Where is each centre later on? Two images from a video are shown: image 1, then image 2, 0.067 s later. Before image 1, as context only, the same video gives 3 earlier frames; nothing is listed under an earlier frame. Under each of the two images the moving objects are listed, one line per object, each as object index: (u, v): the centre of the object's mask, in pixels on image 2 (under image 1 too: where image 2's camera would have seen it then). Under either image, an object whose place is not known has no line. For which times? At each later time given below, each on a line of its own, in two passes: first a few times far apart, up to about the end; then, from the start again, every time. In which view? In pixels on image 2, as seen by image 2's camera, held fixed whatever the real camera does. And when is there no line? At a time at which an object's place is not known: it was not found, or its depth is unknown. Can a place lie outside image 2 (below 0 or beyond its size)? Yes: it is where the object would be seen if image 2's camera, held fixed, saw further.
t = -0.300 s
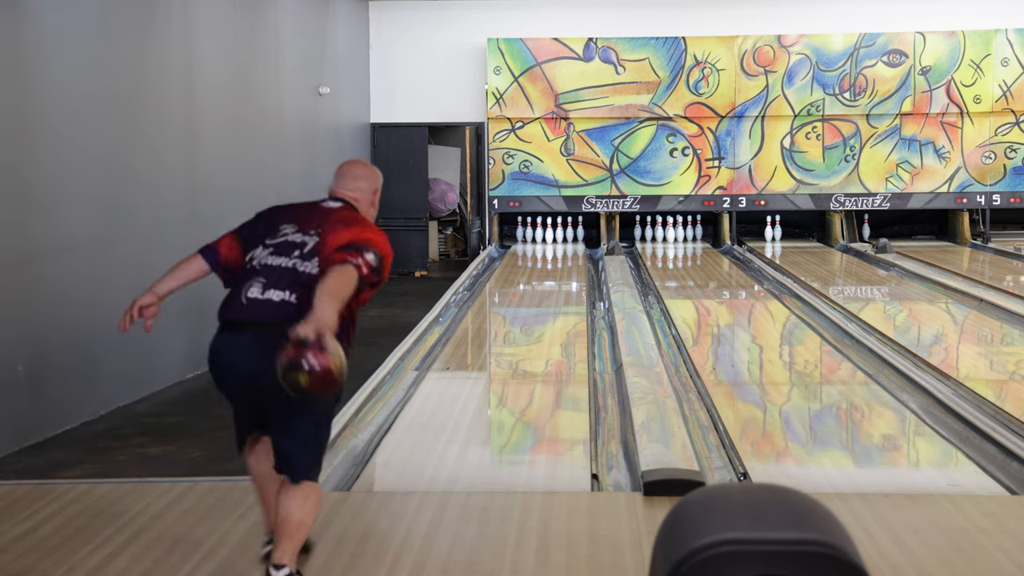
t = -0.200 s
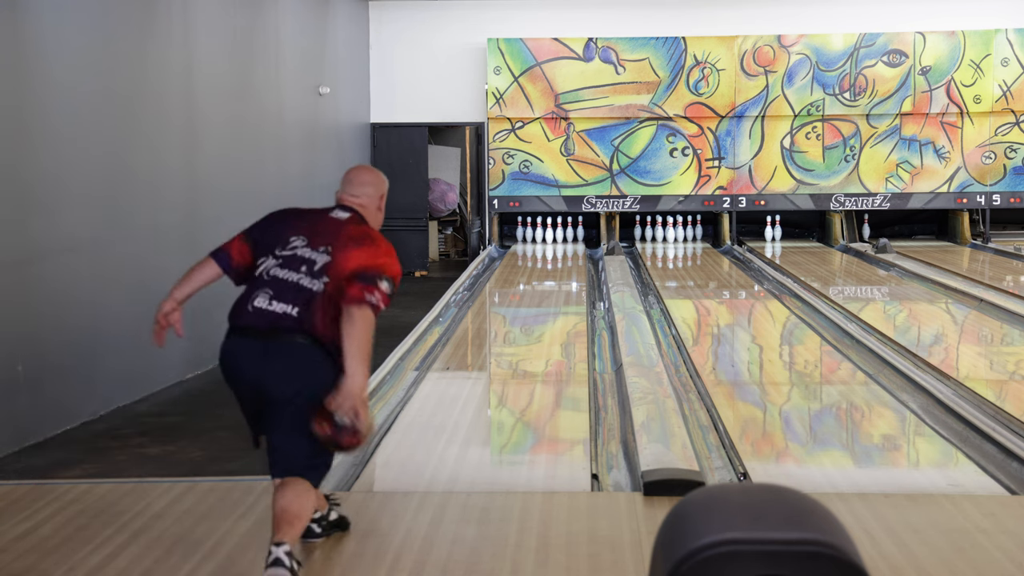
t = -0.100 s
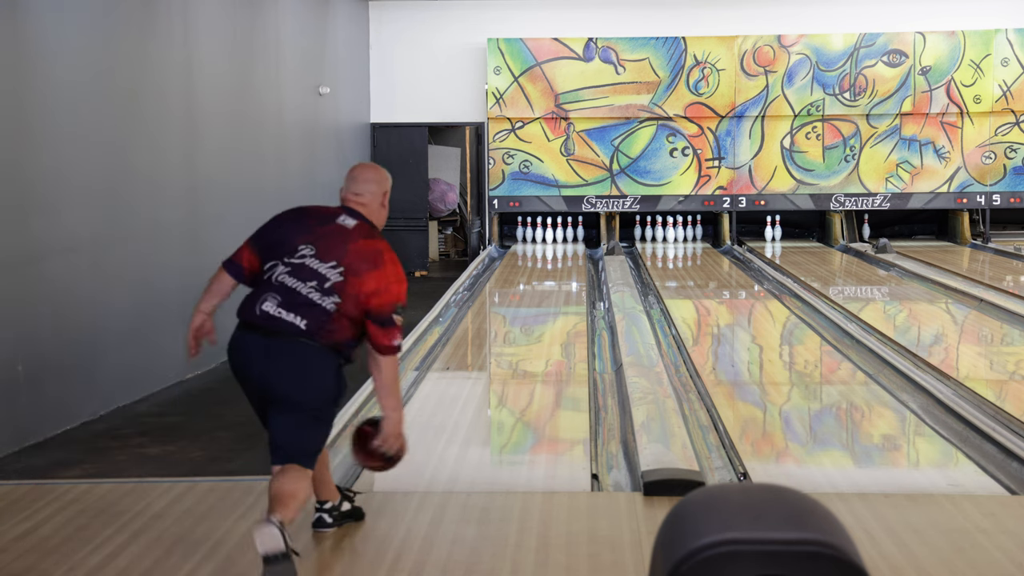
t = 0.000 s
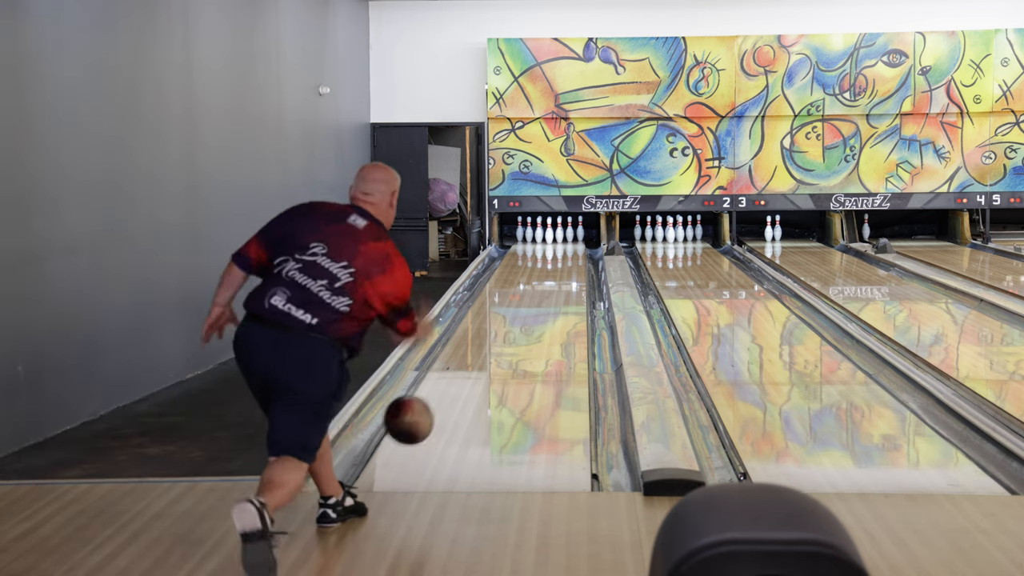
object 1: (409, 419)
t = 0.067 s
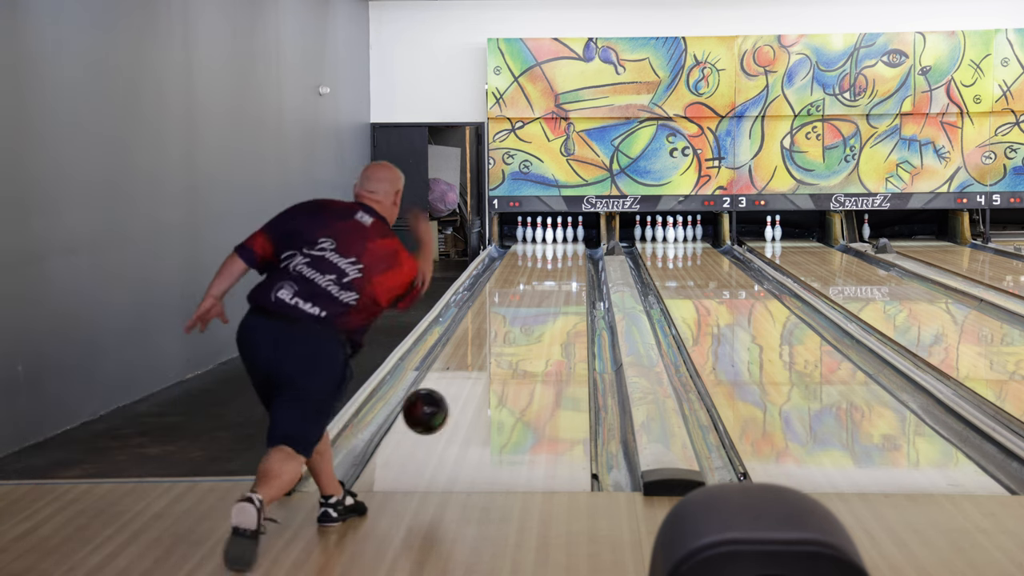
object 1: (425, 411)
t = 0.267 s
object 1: (465, 403)
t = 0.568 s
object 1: (503, 357)
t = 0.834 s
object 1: (526, 326)
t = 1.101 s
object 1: (543, 302)
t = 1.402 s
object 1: (557, 283)
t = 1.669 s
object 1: (566, 269)
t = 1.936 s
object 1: (571, 258)
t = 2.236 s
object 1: (570, 248)
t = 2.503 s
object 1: (563, 241)
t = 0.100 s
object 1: (433, 411)
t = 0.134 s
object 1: (440, 413)
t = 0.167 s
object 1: (447, 417)
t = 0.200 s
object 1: (453, 421)
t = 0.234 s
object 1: (459, 411)
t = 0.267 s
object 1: (465, 403)
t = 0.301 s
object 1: (470, 398)
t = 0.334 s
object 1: (475, 394)
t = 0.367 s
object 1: (480, 387)
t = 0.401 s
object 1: (484, 382)
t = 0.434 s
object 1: (488, 376)
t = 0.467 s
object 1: (492, 371)
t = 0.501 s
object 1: (496, 366)
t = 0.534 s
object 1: (500, 361)
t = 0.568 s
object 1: (503, 357)
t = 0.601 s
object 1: (507, 352)
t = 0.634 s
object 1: (510, 348)
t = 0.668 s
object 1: (513, 344)
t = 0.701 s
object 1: (516, 340)
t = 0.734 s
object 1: (519, 337)
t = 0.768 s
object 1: (522, 333)
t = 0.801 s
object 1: (524, 329)
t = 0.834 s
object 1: (526, 326)
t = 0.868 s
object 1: (529, 322)
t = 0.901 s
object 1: (531, 319)
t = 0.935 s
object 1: (533, 316)
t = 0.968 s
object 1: (536, 313)
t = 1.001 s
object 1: (537, 310)
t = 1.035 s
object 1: (539, 308)
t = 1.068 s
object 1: (542, 305)
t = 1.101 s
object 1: (543, 302)
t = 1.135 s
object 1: (545, 300)
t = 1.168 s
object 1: (546, 297)
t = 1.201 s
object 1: (548, 295)
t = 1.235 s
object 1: (550, 293)
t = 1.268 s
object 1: (551, 291)
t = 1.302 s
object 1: (553, 289)
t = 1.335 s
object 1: (554, 287)
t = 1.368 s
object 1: (555, 285)
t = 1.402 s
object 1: (557, 283)
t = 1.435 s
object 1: (557, 281)
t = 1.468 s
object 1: (559, 279)
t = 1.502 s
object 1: (560, 278)
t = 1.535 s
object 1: (561, 276)
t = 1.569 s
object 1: (563, 274)
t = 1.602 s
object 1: (564, 272)
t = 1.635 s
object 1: (565, 270)
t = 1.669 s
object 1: (566, 269)
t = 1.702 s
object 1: (567, 267)
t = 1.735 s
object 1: (567, 266)
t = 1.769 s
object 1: (568, 265)
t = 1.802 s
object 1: (568, 264)
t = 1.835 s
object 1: (570, 261)
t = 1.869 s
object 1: (570, 260)
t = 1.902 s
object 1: (571, 259)
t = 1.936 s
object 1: (571, 258)
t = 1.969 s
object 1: (571, 256)
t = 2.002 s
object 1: (571, 255)
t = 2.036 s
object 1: (572, 254)
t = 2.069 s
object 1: (572, 253)
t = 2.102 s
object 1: (571, 251)
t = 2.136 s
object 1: (571, 251)
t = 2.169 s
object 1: (571, 249)
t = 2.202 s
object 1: (570, 248)
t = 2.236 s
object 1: (570, 248)
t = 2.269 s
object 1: (569, 247)
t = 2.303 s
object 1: (569, 246)
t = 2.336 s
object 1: (568, 245)
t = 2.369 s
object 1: (567, 244)
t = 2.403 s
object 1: (566, 243)
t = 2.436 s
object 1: (565, 242)
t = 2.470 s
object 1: (564, 241)
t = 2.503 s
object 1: (563, 241)
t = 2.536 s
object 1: (561, 240)
